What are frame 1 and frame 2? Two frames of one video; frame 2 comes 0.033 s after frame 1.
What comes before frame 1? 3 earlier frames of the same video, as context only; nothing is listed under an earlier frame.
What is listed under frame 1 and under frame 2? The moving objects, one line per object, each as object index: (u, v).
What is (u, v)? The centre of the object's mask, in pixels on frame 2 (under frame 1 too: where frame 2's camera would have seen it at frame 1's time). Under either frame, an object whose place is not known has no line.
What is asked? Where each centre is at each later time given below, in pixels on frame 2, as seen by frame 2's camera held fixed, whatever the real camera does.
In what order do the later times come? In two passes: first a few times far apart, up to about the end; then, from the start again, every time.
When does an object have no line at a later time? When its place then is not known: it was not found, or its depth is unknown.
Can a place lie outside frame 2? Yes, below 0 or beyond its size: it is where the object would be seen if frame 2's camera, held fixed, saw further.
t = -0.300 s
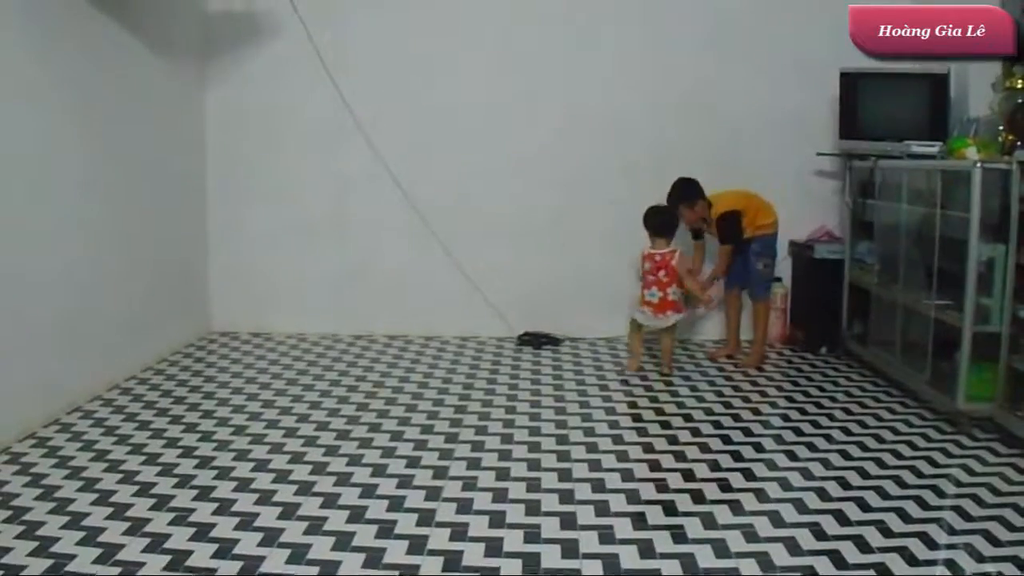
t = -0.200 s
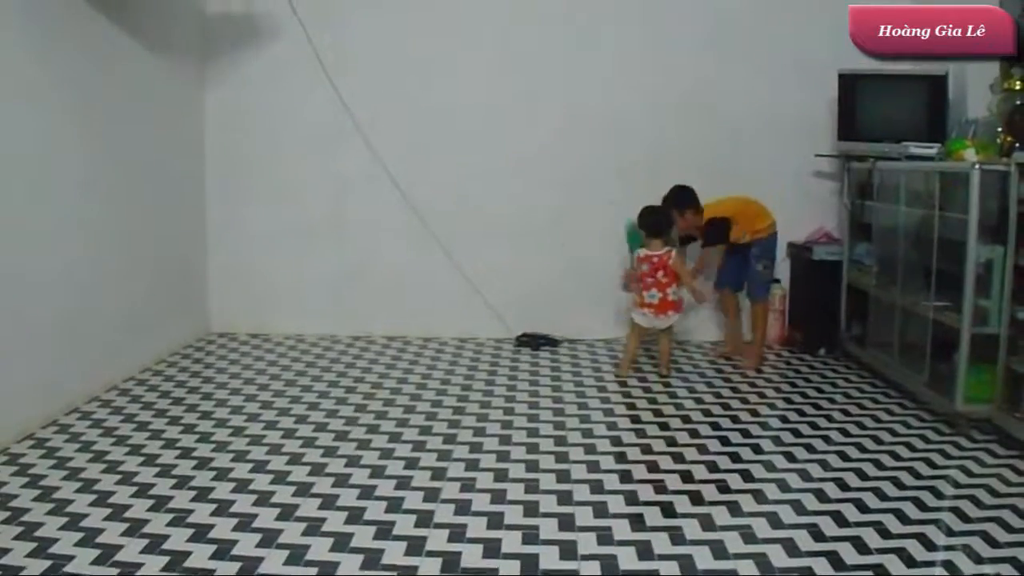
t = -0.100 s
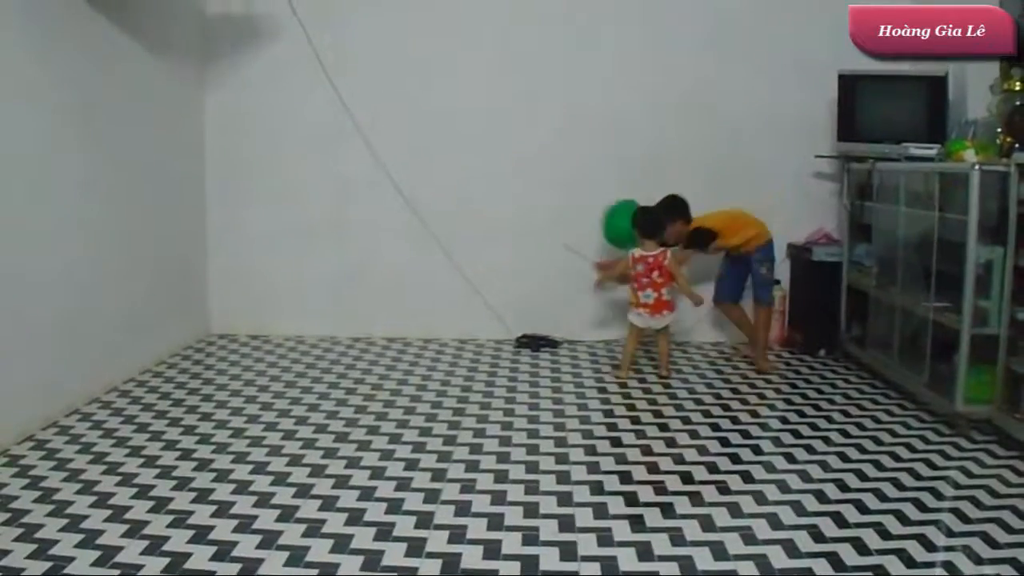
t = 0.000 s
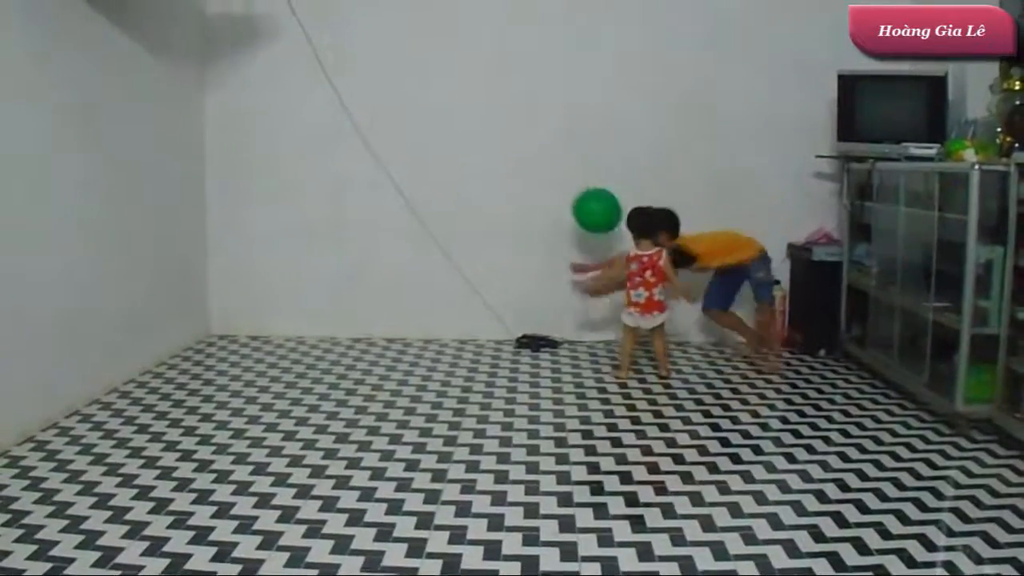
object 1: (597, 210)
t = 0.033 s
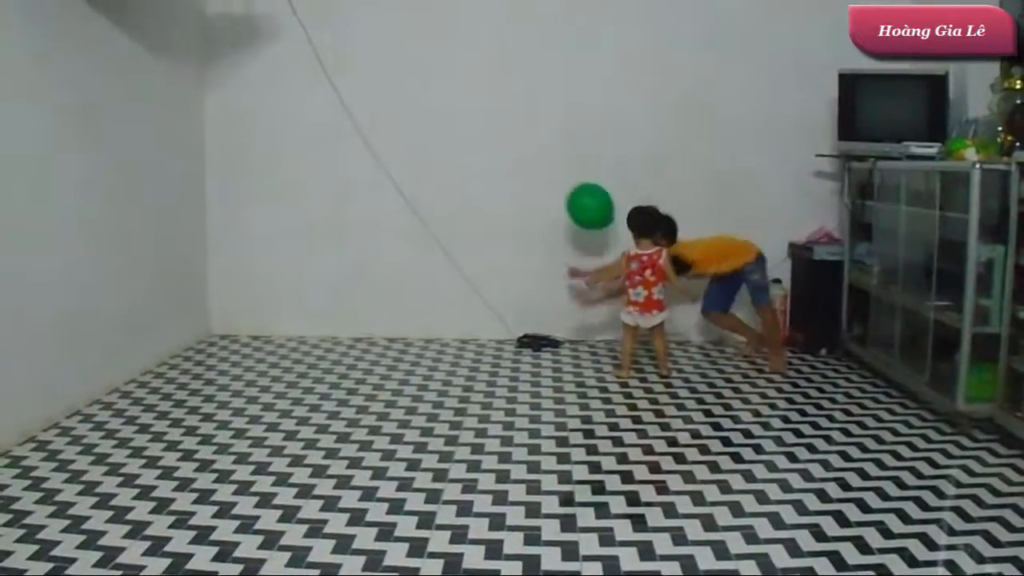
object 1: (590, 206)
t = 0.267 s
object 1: (550, 195)
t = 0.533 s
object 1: (517, 200)
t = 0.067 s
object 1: (583, 203)
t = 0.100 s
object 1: (577, 200)
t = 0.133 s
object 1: (571, 198)
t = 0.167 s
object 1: (565, 197)
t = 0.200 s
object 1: (560, 196)
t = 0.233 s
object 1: (555, 196)
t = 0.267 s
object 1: (550, 195)
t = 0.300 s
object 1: (545, 195)
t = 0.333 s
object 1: (540, 195)
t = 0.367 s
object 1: (535, 195)
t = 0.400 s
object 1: (531, 196)
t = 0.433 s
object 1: (528, 197)
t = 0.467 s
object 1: (524, 198)
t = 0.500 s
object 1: (520, 199)
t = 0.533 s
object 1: (517, 200)
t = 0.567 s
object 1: (513, 201)
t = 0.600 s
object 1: (511, 202)
